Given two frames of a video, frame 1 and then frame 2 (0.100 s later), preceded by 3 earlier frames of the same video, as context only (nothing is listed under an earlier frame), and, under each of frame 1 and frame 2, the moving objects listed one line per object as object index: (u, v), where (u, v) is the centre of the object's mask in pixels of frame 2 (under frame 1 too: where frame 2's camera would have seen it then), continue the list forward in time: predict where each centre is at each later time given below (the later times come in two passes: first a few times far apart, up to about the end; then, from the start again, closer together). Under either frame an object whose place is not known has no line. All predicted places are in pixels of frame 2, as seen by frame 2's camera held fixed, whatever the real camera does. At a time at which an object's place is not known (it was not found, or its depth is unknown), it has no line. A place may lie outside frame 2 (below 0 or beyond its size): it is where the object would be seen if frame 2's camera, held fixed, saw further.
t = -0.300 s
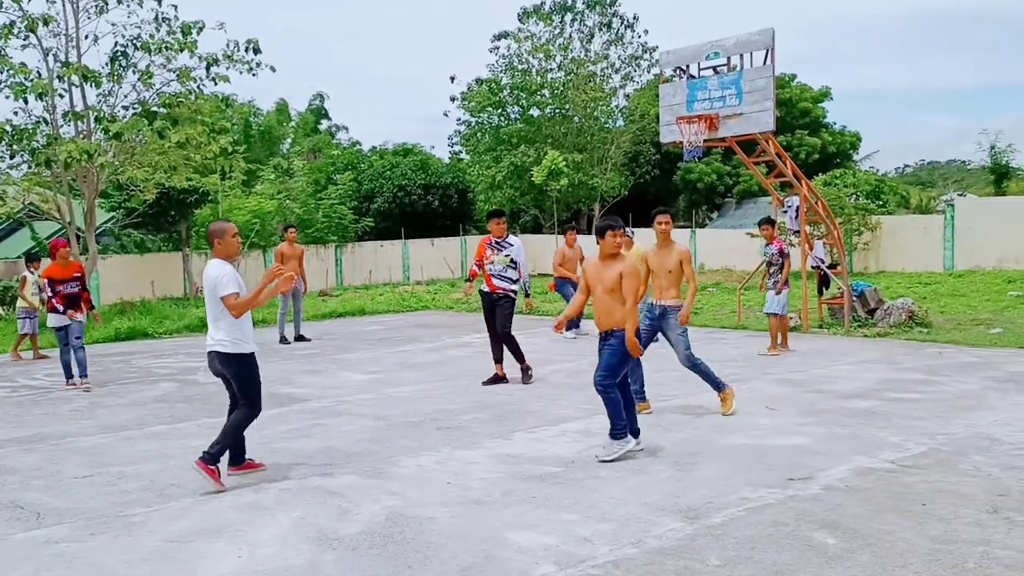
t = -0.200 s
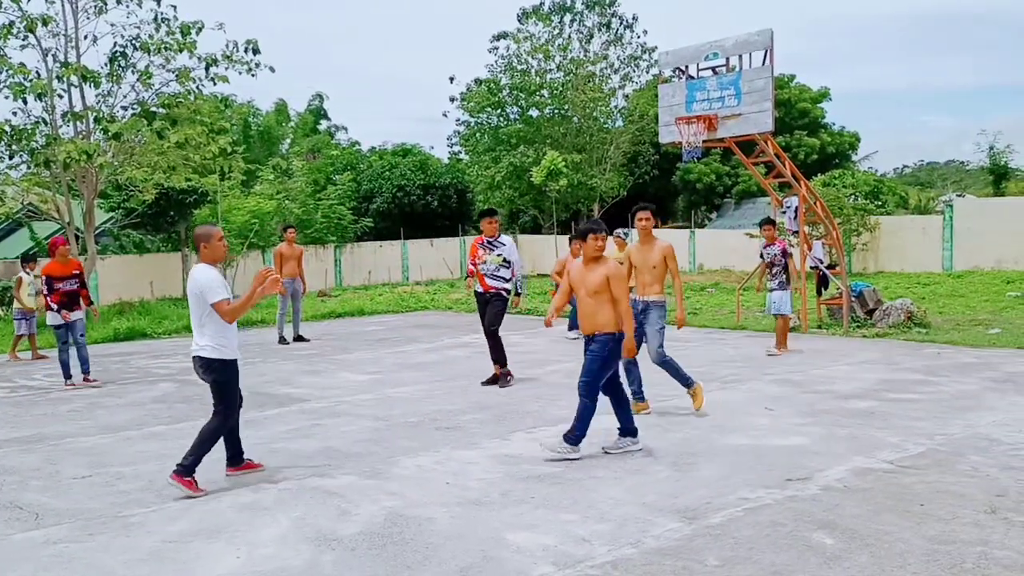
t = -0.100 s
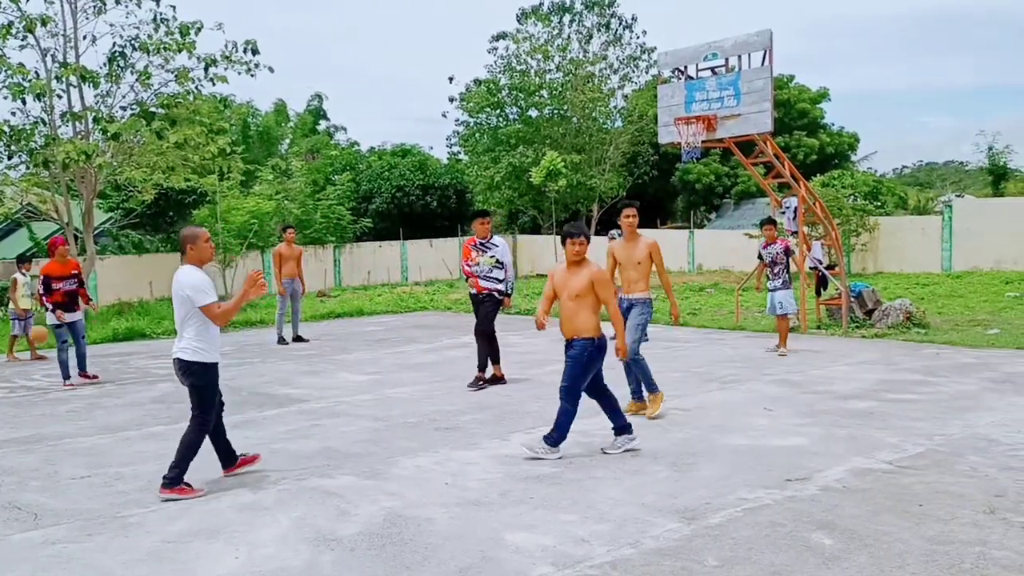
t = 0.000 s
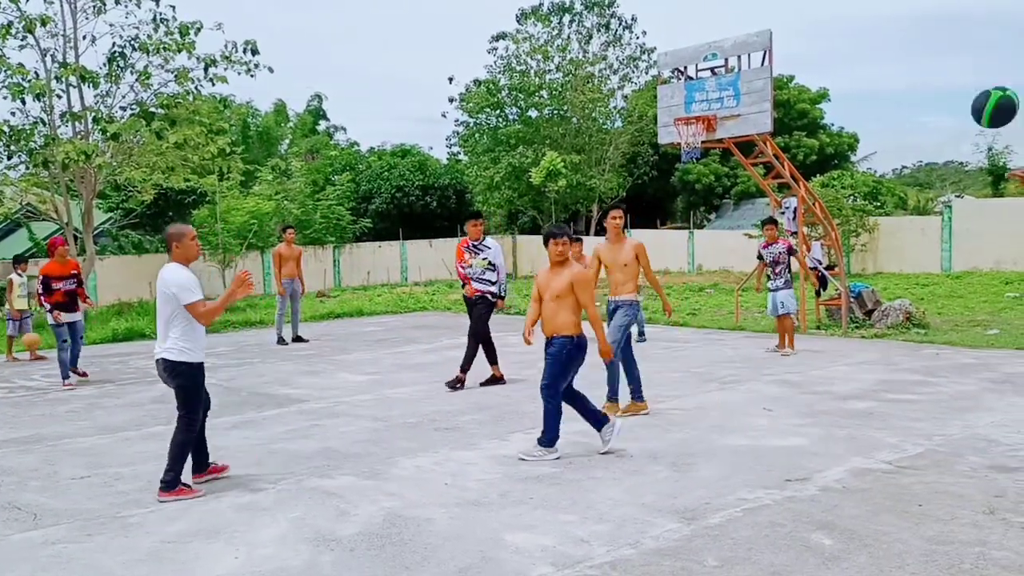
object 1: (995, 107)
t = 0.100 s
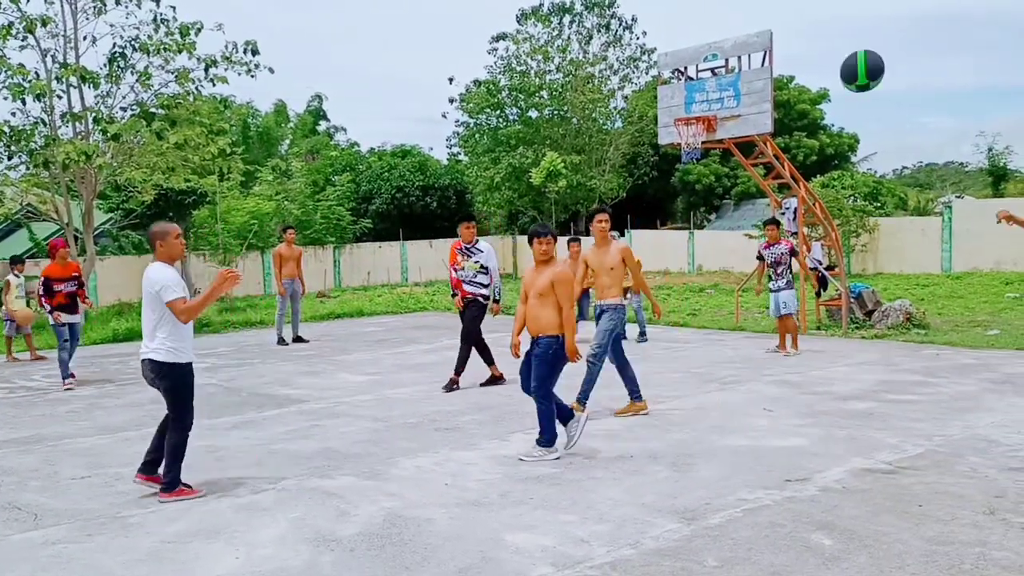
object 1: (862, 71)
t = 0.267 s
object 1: (648, 50)
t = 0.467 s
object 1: (400, 89)
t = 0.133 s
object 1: (818, 62)
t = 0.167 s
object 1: (775, 57)
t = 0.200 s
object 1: (732, 53)
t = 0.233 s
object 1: (689, 51)
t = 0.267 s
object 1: (648, 50)
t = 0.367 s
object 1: (524, 61)
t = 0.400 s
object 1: (482, 68)
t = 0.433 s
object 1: (441, 78)
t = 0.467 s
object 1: (400, 89)
